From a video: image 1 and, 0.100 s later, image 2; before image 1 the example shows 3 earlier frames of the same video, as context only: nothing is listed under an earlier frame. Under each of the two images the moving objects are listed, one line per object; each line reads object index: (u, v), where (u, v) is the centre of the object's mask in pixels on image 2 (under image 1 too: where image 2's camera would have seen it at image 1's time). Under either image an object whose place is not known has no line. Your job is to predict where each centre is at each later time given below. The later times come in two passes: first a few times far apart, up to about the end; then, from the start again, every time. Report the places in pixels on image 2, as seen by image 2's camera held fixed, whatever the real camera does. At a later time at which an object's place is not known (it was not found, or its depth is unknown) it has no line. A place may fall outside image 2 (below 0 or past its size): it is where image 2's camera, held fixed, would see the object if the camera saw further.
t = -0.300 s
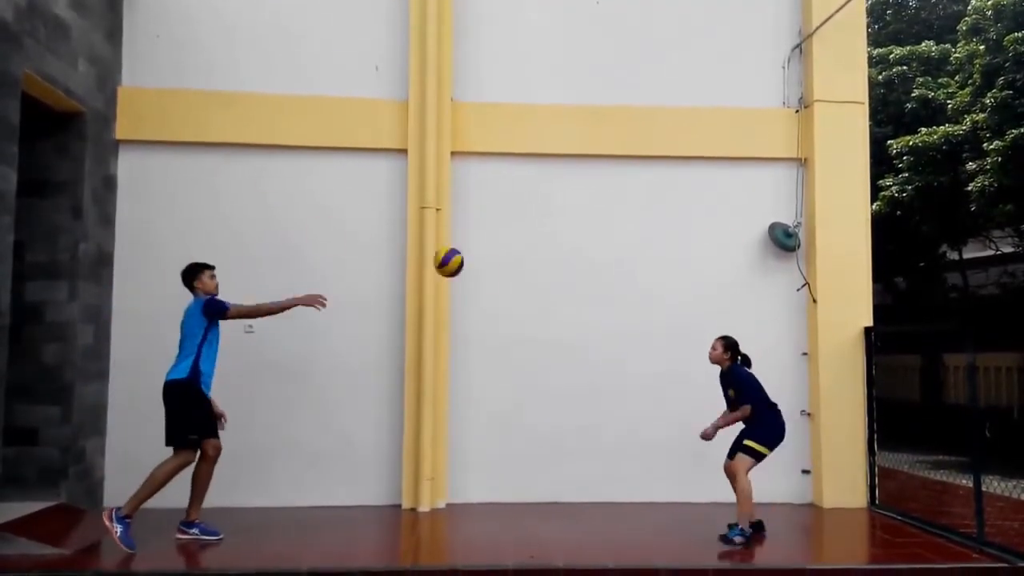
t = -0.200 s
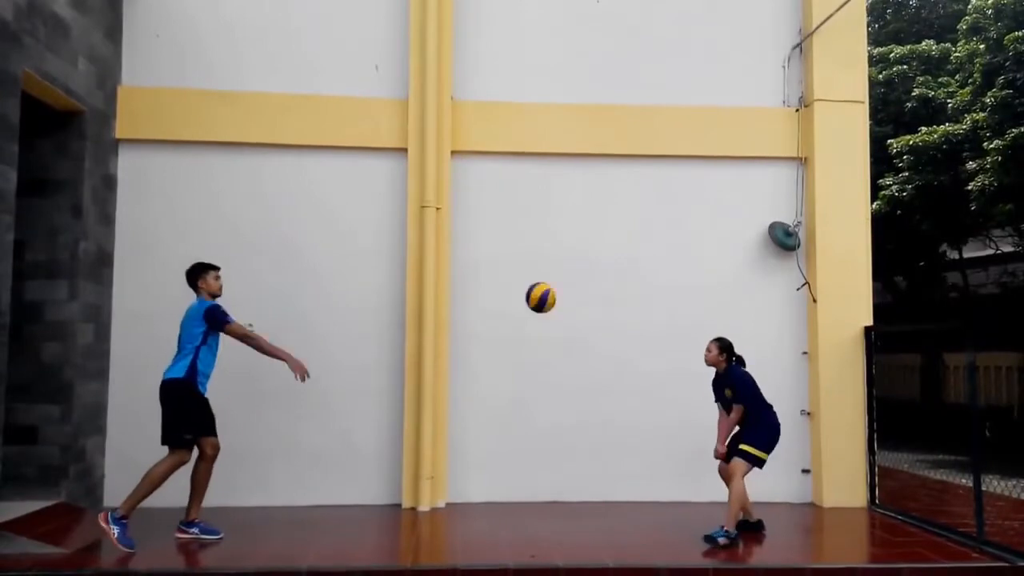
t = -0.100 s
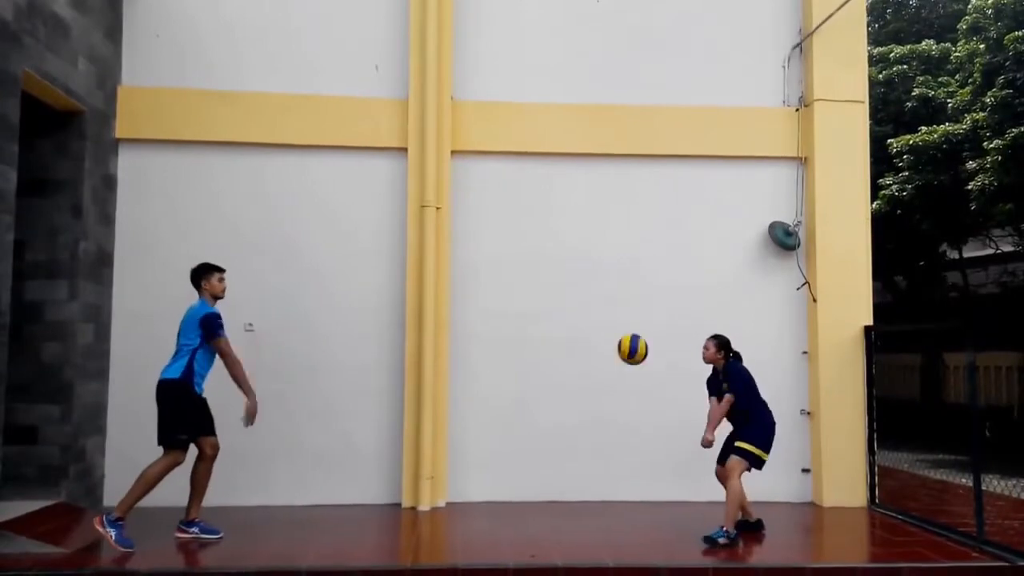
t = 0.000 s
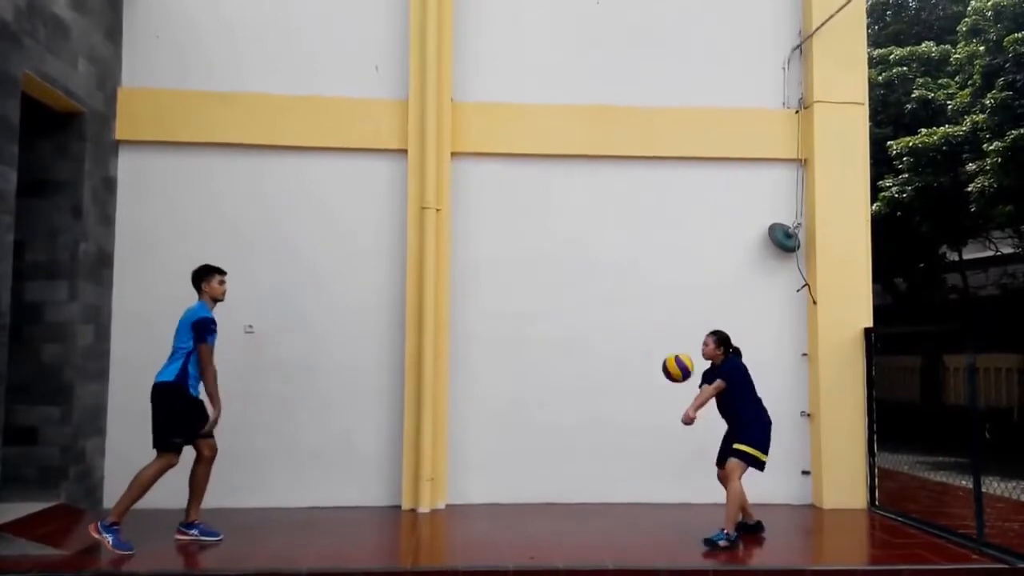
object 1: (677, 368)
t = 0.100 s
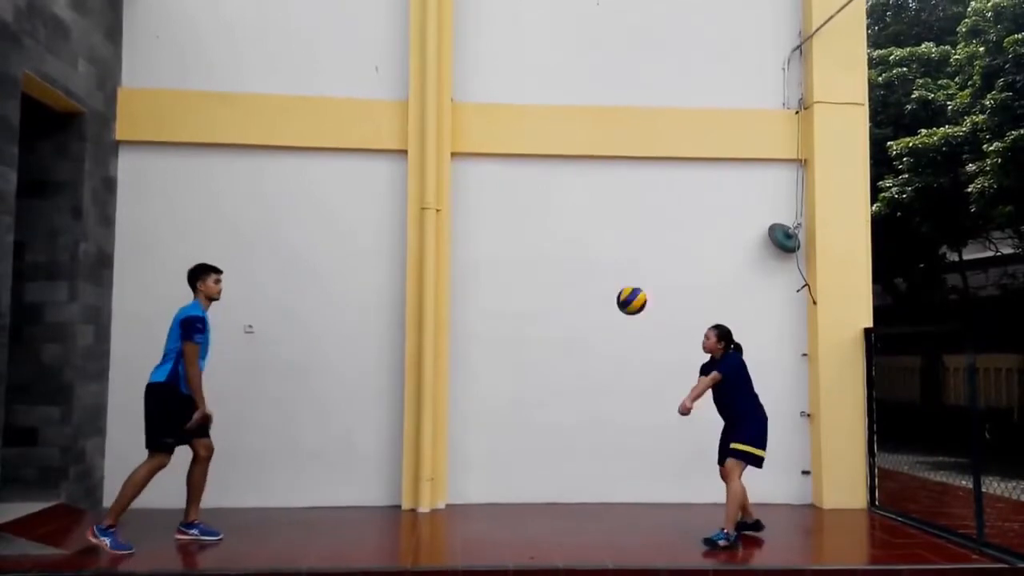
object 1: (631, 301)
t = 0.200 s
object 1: (587, 249)
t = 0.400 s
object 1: (505, 190)
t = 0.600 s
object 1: (426, 184)
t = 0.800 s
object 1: (352, 228)
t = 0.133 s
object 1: (616, 281)
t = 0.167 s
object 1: (602, 264)
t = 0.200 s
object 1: (587, 249)
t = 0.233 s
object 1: (573, 235)
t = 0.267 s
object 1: (559, 224)
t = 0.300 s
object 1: (545, 213)
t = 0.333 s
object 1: (531, 204)
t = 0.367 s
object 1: (518, 196)
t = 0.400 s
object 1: (505, 190)
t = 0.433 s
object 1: (491, 185)
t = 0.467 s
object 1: (478, 182)
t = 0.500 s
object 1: (465, 180)
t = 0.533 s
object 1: (452, 180)
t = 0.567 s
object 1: (439, 181)
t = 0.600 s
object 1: (426, 184)
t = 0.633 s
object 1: (414, 188)
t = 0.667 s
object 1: (401, 193)
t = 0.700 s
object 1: (389, 199)
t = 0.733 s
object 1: (376, 207)
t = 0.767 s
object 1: (364, 217)
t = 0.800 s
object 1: (352, 228)
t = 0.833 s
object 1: (339, 240)
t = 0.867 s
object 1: (327, 253)
